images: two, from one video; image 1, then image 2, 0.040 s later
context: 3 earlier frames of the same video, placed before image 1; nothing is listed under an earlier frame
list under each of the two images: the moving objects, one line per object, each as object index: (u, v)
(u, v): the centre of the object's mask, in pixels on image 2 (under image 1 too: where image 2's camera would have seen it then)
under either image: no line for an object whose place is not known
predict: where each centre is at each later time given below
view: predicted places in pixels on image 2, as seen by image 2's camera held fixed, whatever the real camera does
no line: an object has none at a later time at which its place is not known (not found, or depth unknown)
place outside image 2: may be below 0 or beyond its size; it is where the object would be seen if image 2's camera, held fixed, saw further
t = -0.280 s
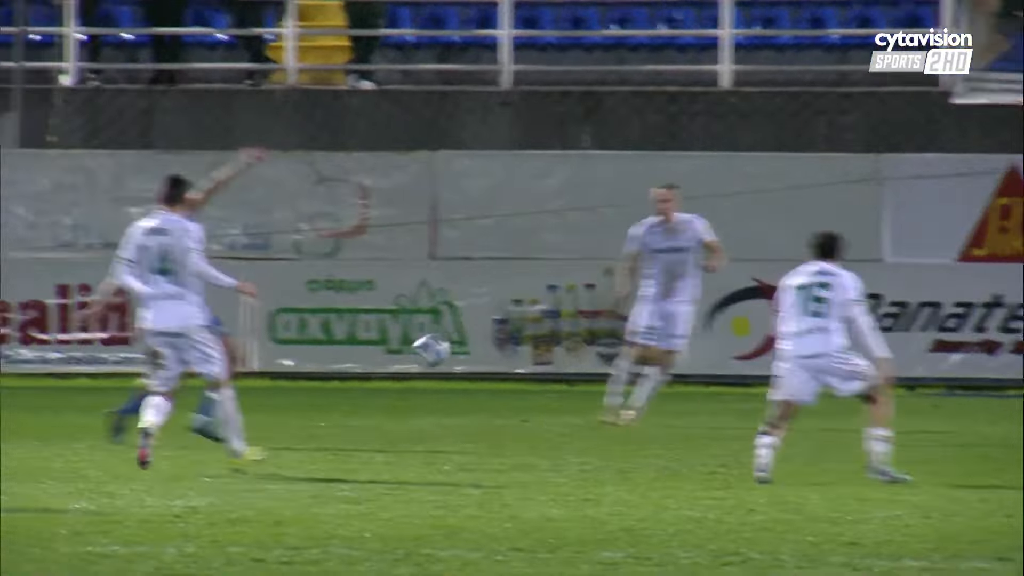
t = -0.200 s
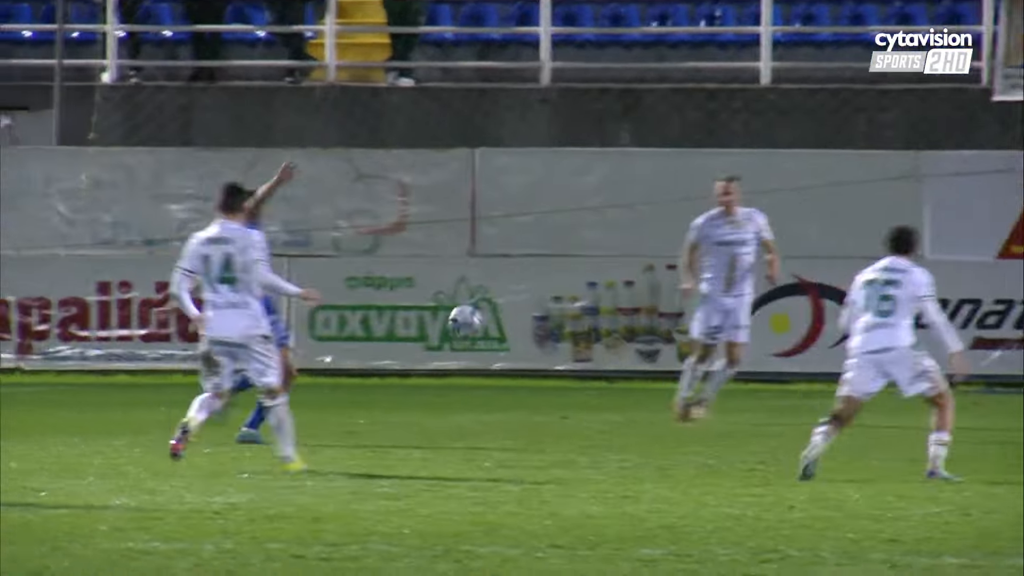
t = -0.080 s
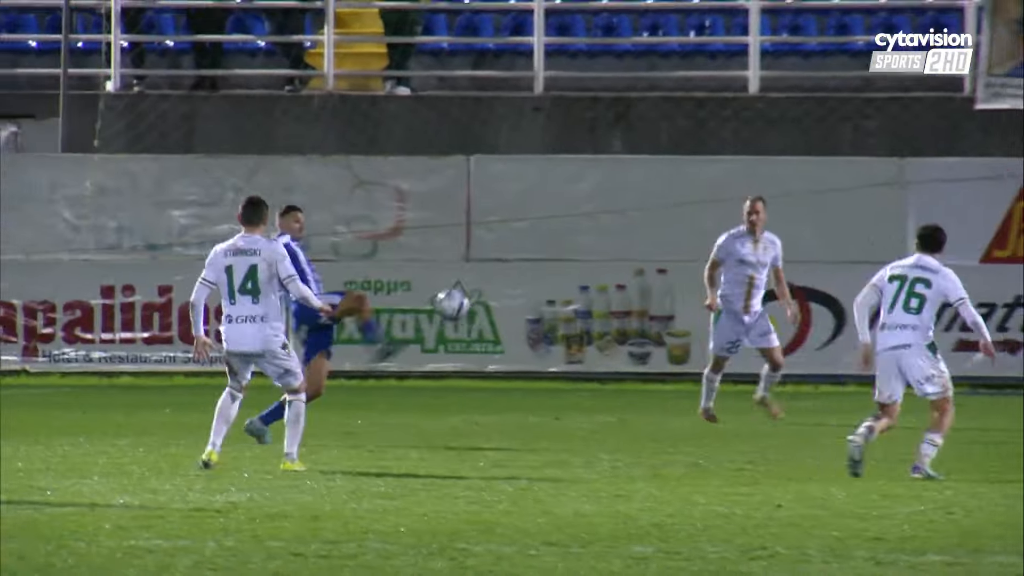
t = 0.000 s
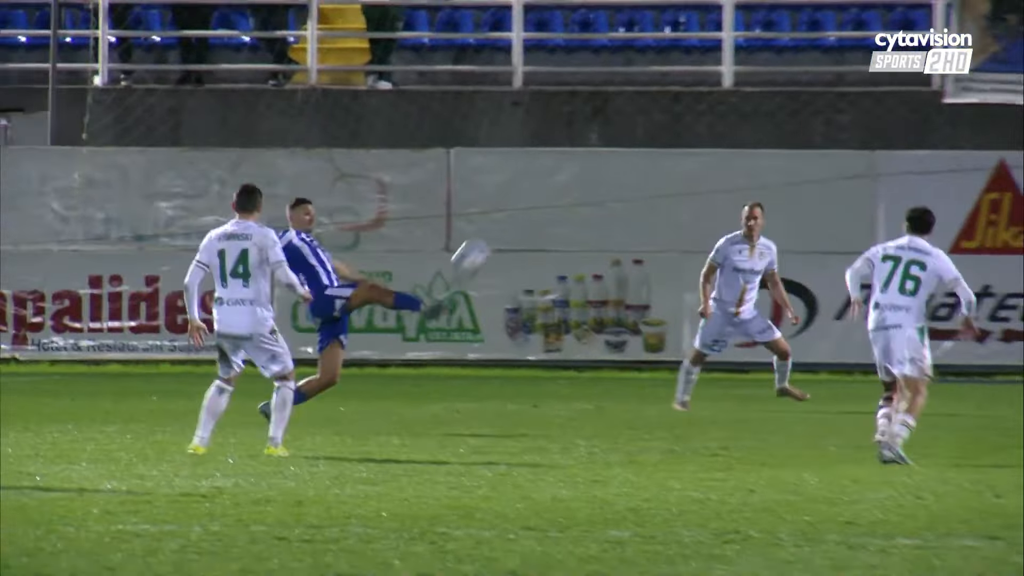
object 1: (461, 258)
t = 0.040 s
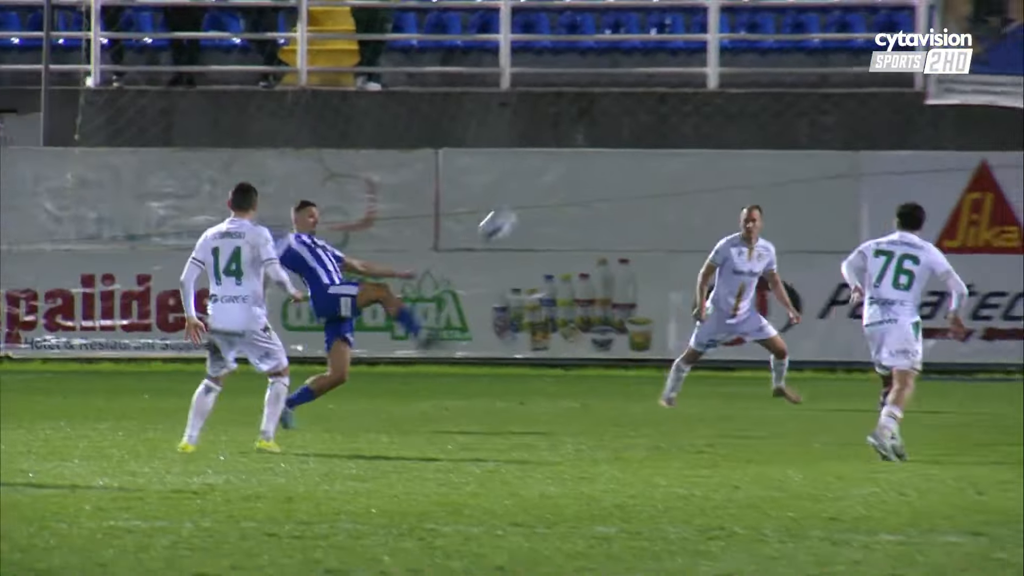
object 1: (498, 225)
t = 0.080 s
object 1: (533, 197)
